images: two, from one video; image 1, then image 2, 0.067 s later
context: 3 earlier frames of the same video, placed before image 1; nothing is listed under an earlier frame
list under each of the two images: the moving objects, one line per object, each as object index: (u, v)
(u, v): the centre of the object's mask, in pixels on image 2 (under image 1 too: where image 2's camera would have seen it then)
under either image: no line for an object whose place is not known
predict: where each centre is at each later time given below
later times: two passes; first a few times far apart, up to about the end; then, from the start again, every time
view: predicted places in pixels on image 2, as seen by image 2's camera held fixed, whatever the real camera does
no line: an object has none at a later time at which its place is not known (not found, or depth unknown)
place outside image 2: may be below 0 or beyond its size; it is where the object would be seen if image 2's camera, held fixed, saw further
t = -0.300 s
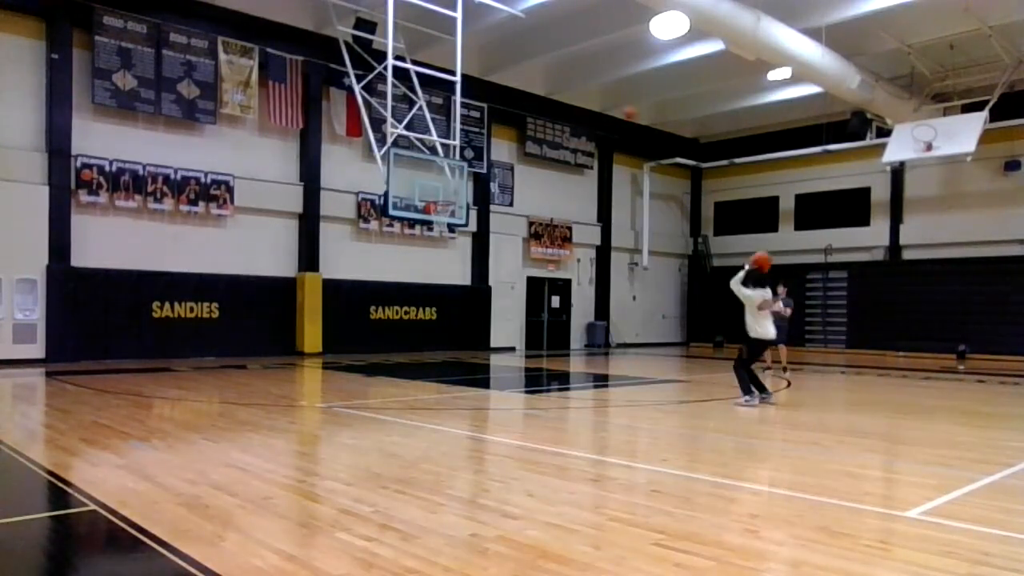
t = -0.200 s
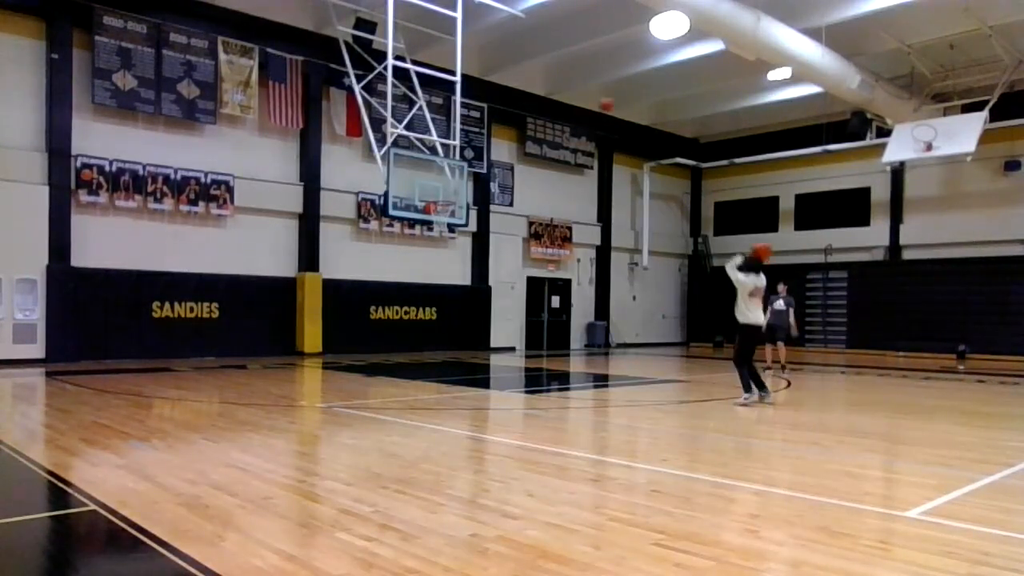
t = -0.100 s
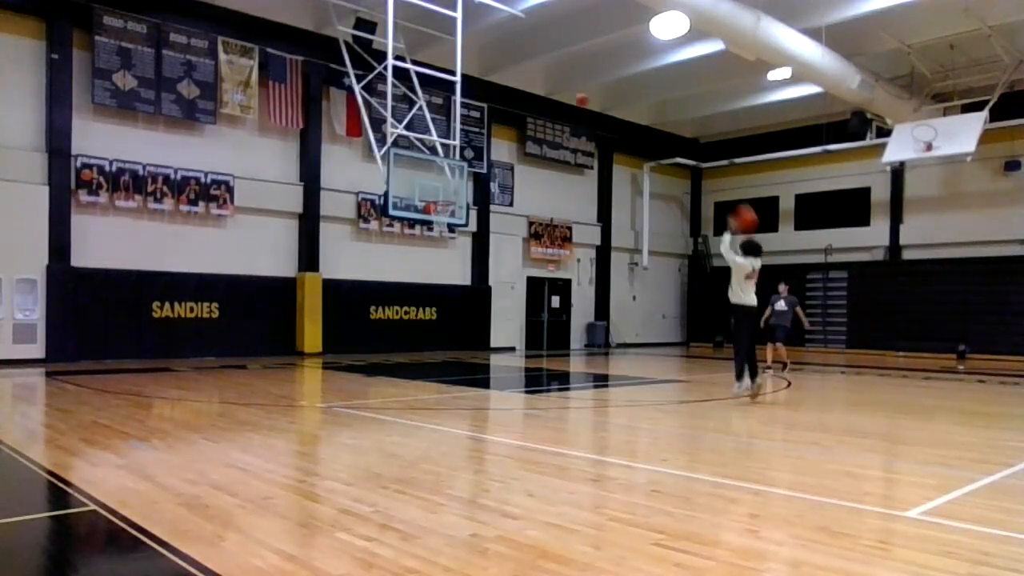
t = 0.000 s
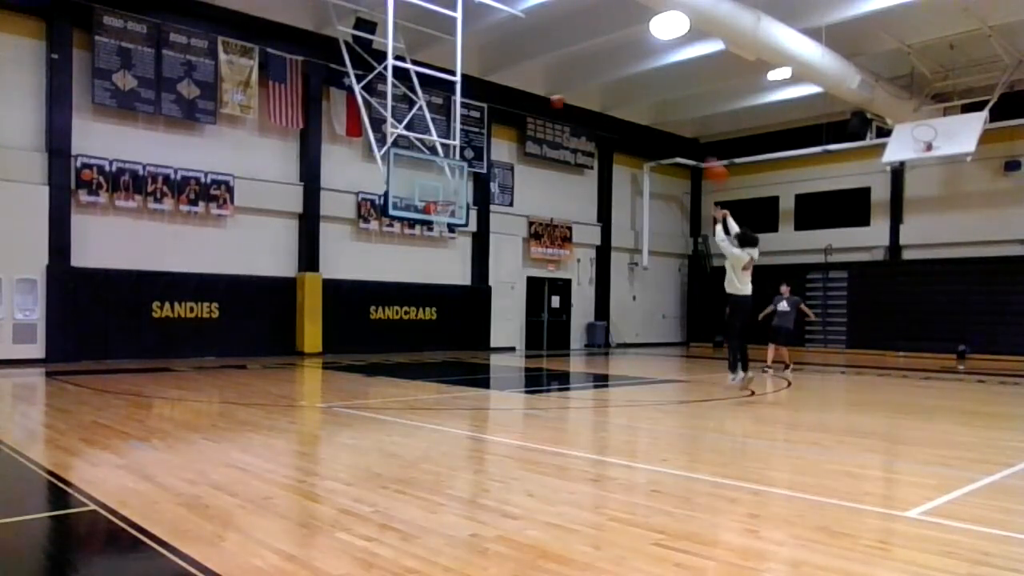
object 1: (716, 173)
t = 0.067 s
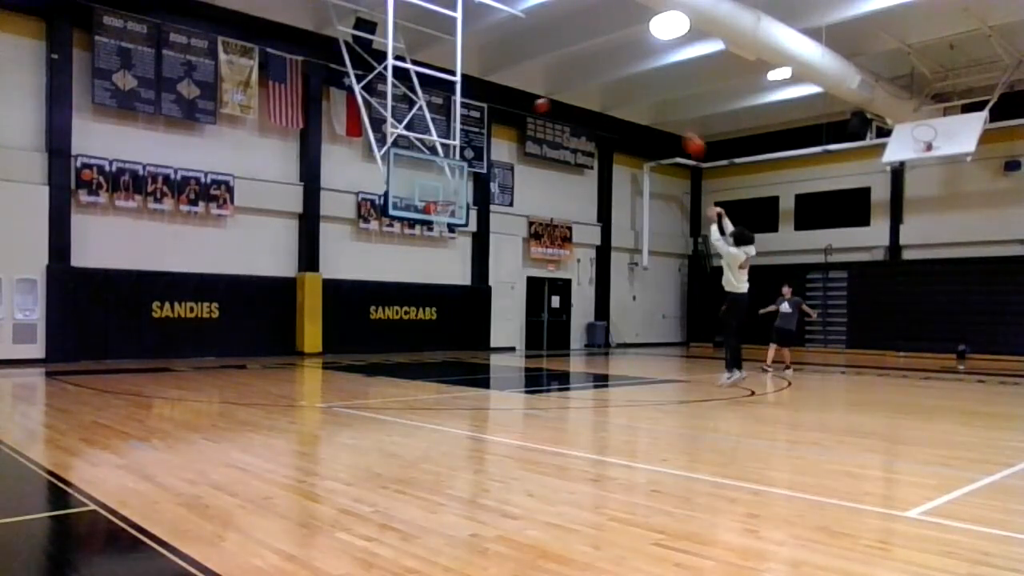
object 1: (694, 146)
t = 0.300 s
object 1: (626, 89)
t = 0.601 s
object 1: (552, 77)
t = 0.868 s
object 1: (499, 113)
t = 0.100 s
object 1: (684, 135)
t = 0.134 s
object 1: (674, 124)
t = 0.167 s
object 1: (663, 115)
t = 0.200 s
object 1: (654, 107)
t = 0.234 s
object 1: (644, 100)
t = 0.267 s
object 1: (634, 94)
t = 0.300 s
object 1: (626, 89)
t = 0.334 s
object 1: (617, 85)
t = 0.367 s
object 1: (608, 81)
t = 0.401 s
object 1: (599, 78)
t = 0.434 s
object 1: (591, 76)
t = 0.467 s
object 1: (582, 75)
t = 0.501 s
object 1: (575, 74)
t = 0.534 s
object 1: (567, 74)
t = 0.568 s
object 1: (560, 75)
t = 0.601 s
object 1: (552, 77)
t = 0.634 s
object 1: (545, 79)
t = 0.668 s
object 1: (539, 82)
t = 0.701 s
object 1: (531, 86)
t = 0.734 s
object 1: (524, 90)
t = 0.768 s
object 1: (517, 95)
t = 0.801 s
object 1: (512, 100)
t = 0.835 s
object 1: (505, 106)
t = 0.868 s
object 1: (499, 113)
